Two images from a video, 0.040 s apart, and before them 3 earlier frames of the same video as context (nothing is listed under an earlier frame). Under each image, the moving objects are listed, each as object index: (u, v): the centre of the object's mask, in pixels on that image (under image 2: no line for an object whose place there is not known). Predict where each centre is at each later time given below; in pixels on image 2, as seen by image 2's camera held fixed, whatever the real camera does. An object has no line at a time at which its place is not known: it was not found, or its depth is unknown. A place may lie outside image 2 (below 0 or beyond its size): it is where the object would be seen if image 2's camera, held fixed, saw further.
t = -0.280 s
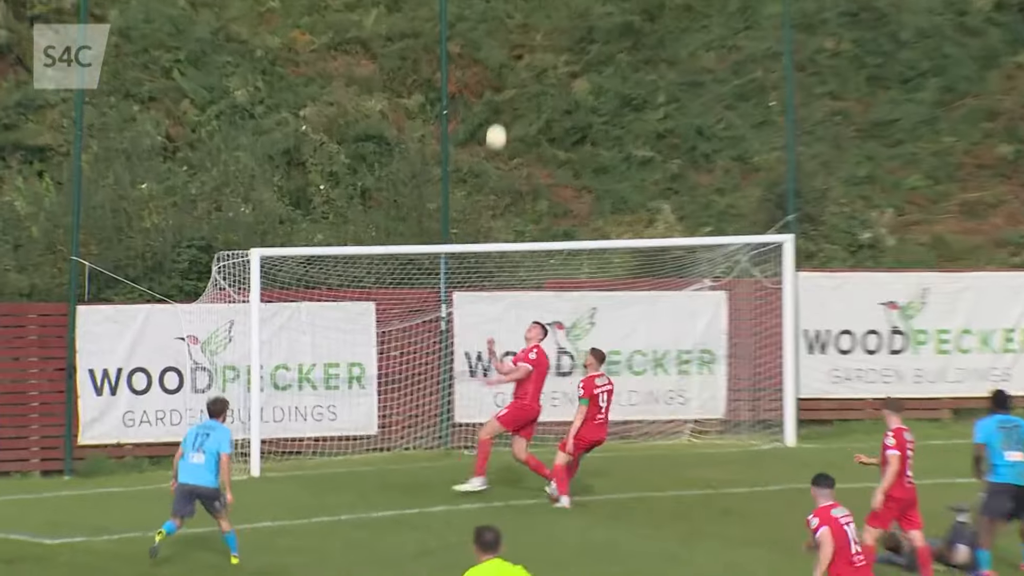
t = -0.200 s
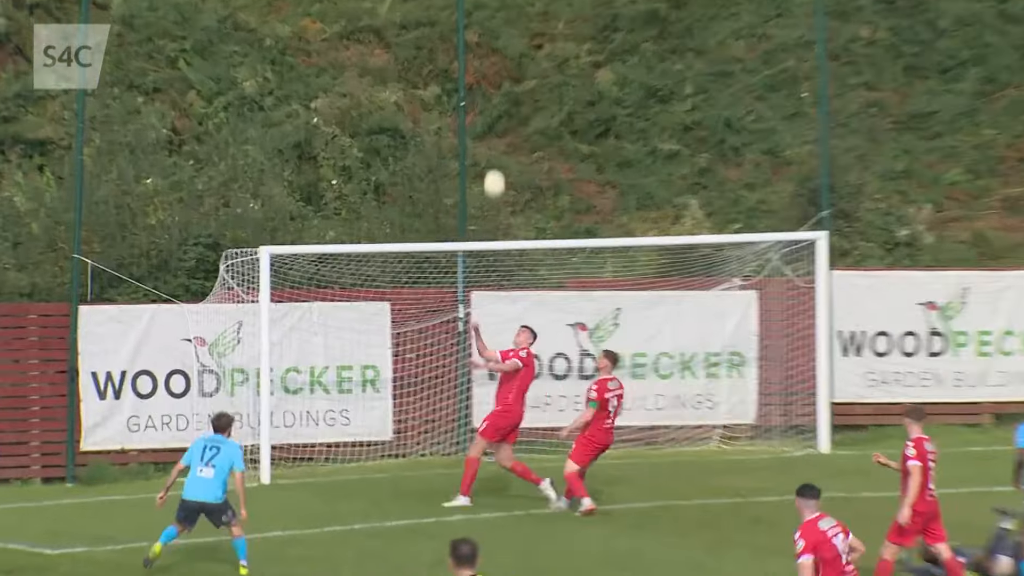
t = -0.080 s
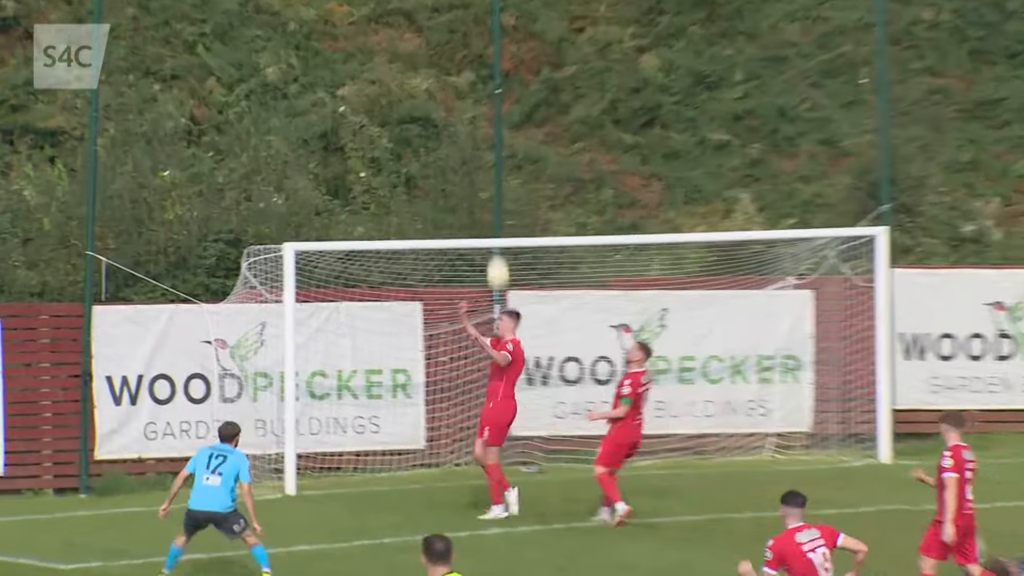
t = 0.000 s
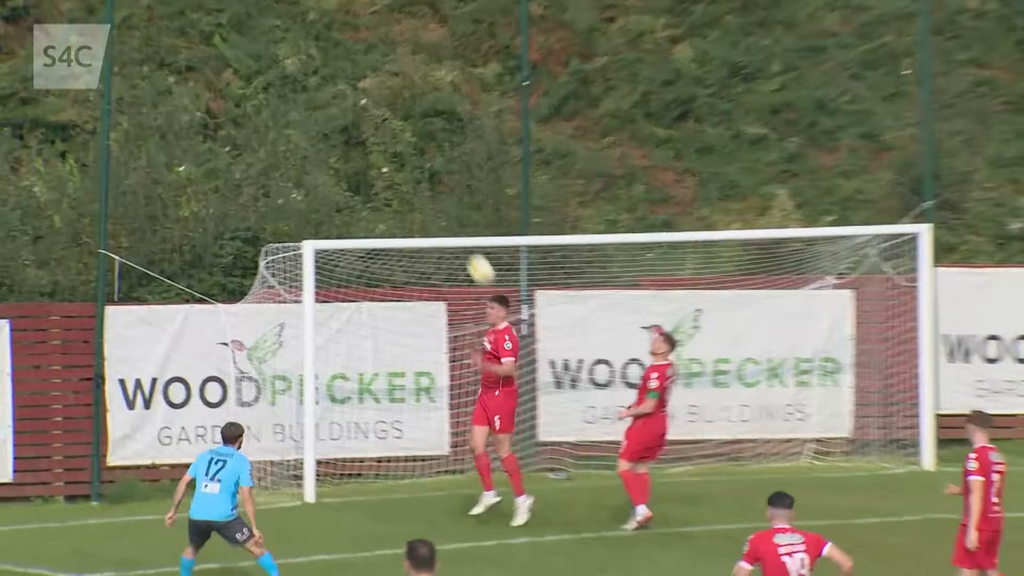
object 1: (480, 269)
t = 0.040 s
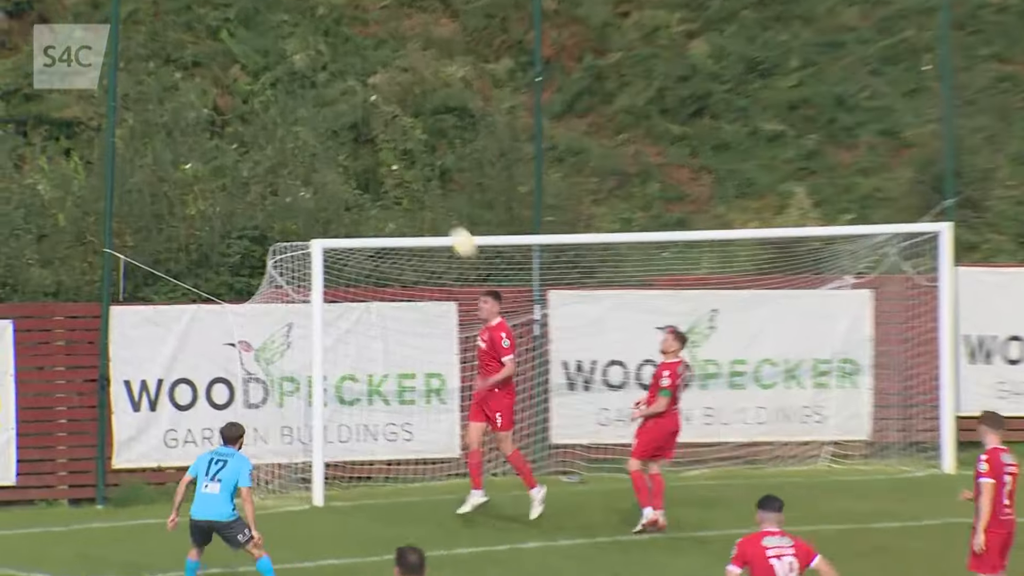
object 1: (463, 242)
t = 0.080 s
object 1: (432, 217)
